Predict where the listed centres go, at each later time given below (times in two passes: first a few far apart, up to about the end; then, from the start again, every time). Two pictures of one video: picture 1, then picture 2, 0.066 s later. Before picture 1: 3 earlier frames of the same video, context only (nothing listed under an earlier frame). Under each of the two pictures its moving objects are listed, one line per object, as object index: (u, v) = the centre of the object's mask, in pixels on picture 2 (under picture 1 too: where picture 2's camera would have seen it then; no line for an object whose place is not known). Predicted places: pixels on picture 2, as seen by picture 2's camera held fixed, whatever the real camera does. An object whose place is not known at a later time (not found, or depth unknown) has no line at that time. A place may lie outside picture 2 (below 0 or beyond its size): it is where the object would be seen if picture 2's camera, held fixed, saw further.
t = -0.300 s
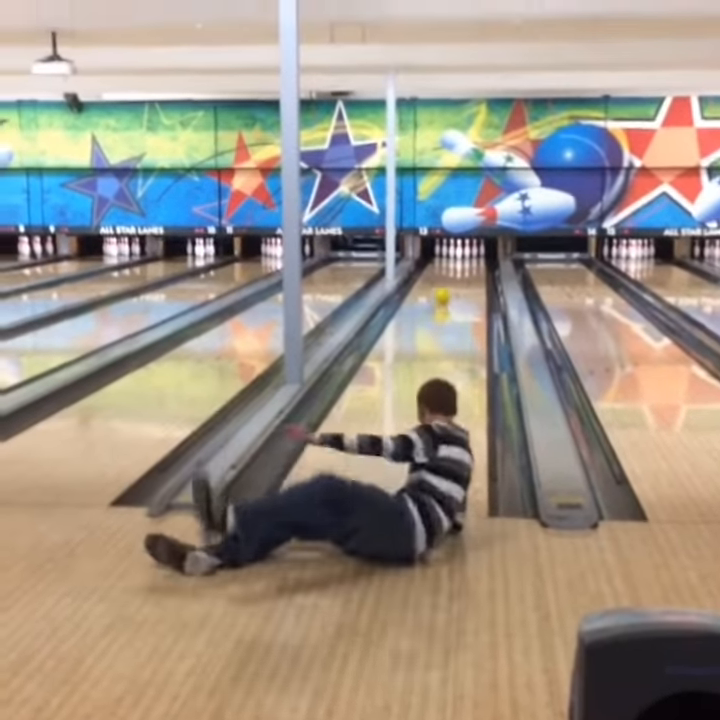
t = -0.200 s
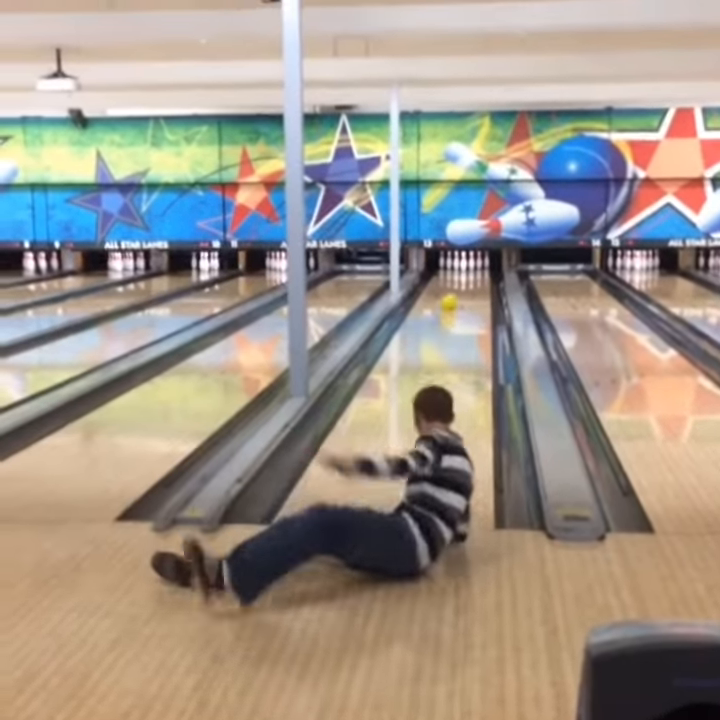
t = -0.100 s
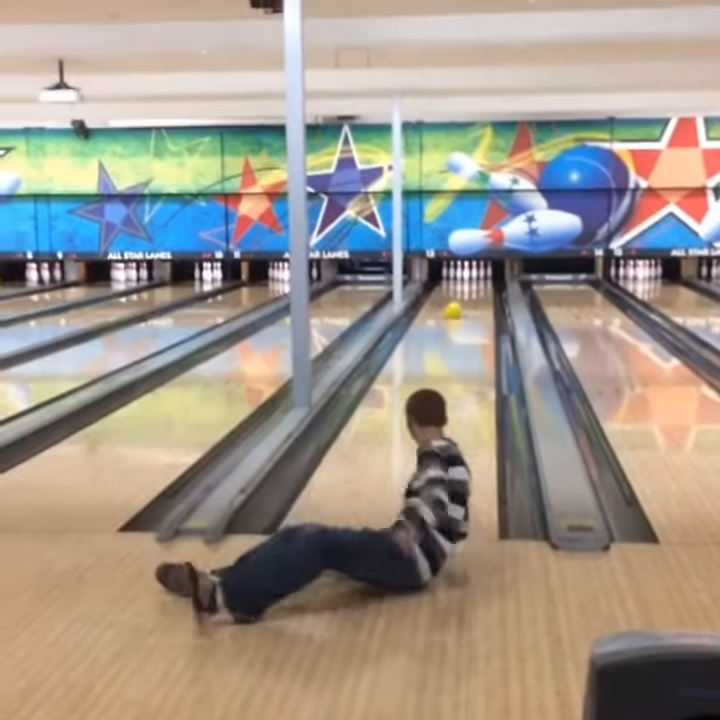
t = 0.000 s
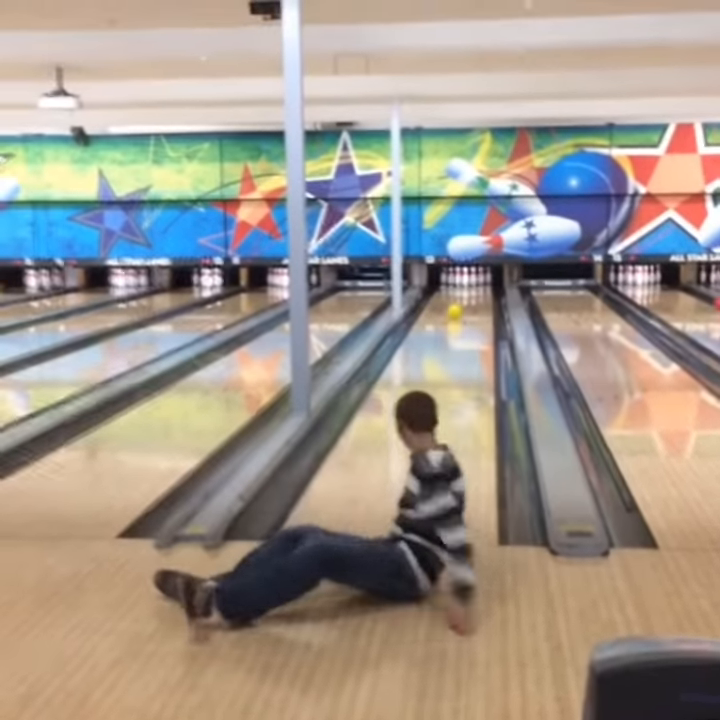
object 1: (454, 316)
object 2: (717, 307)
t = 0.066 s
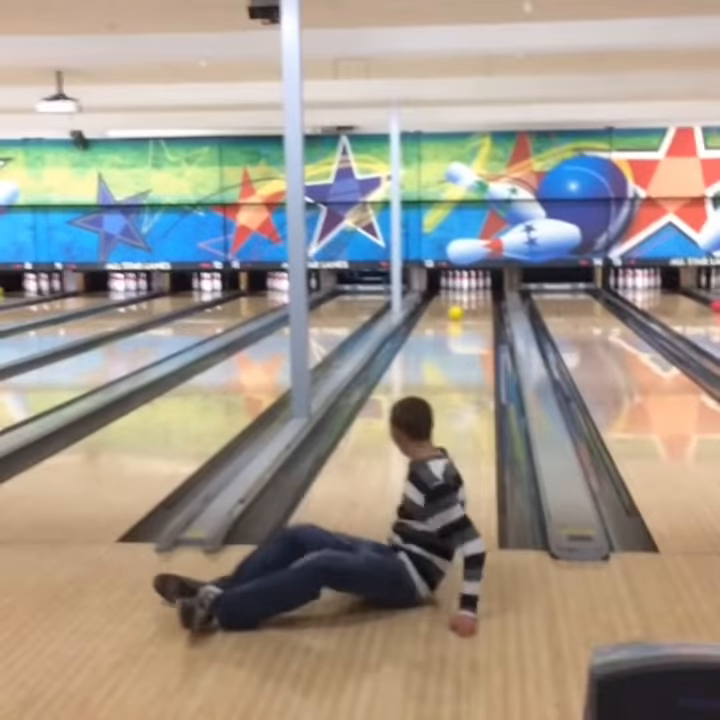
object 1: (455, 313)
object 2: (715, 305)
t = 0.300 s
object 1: (458, 307)
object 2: (707, 298)
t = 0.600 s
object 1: (461, 301)
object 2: (693, 294)
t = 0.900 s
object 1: (465, 295)
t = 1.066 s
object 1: (465, 292)
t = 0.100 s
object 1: (455, 312)
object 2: (714, 303)
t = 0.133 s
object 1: (456, 312)
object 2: (713, 303)
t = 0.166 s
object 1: (456, 311)
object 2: (714, 303)
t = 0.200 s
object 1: (457, 310)
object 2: (710, 301)
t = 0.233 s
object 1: (458, 310)
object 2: (708, 299)
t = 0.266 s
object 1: (458, 309)
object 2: (709, 300)
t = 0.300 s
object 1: (458, 307)
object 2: (707, 298)
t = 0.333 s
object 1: (460, 305)
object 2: (704, 298)
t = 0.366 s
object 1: (460, 303)
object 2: (702, 297)
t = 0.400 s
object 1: (461, 304)
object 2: (703, 297)
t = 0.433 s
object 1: (460, 304)
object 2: (703, 297)
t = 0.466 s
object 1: (460, 304)
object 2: (703, 297)
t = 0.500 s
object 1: (460, 303)
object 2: (699, 295)
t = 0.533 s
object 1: (460, 303)
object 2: (696, 295)
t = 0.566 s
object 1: (461, 301)
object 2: (695, 294)
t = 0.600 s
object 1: (461, 301)
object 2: (693, 294)
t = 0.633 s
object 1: (462, 299)
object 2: (692, 293)
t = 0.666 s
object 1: (462, 299)
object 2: (690, 292)
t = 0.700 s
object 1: (463, 297)
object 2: (687, 290)
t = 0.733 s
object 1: (463, 297)
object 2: (687, 291)
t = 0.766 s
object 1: (463, 297)
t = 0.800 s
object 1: (464, 296)
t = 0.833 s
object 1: (464, 296)
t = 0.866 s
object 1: (464, 296)
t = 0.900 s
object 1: (465, 295)
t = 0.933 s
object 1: (465, 294)
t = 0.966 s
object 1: (465, 294)
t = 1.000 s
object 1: (465, 294)
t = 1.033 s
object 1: (465, 292)
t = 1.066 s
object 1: (465, 292)
